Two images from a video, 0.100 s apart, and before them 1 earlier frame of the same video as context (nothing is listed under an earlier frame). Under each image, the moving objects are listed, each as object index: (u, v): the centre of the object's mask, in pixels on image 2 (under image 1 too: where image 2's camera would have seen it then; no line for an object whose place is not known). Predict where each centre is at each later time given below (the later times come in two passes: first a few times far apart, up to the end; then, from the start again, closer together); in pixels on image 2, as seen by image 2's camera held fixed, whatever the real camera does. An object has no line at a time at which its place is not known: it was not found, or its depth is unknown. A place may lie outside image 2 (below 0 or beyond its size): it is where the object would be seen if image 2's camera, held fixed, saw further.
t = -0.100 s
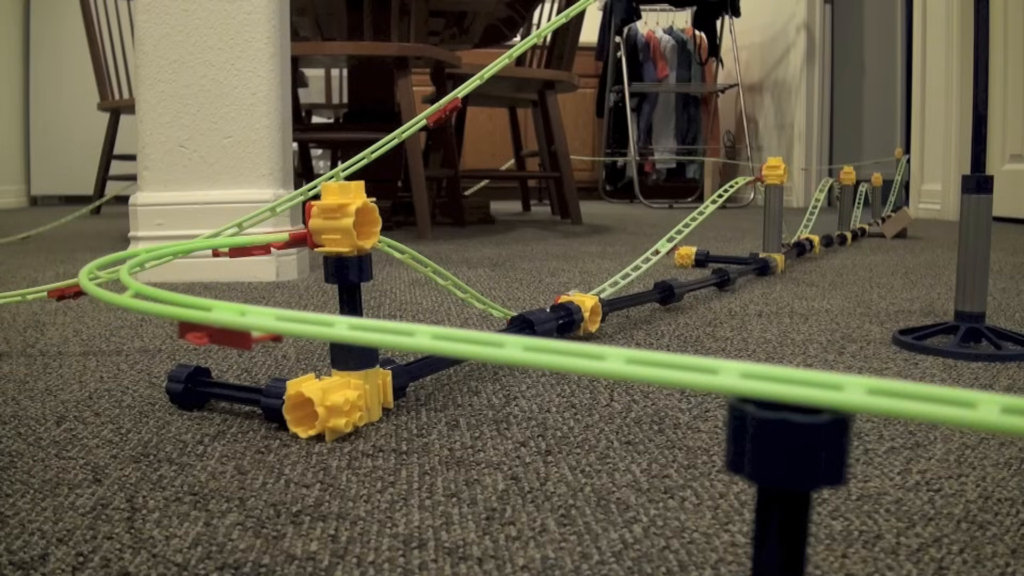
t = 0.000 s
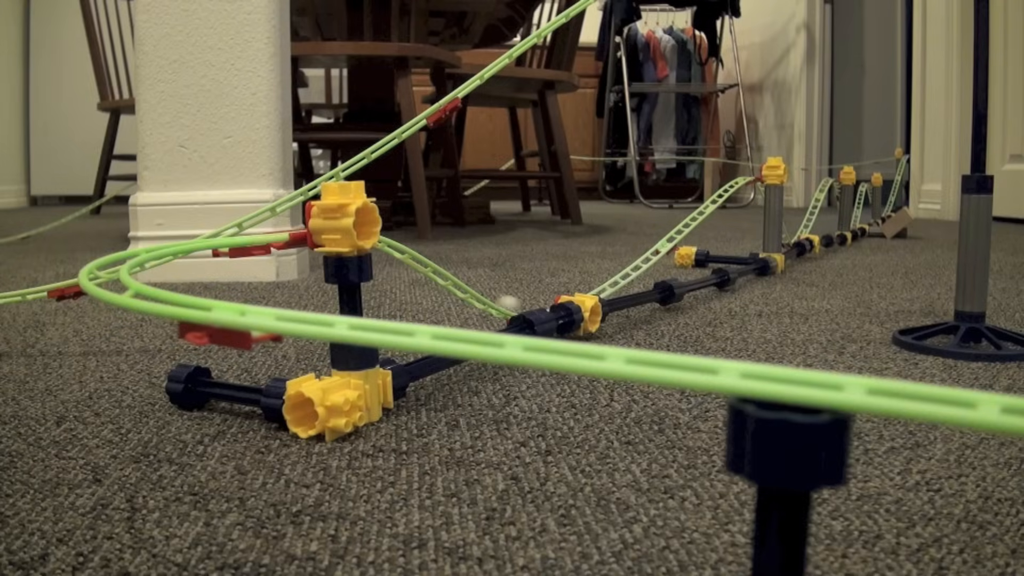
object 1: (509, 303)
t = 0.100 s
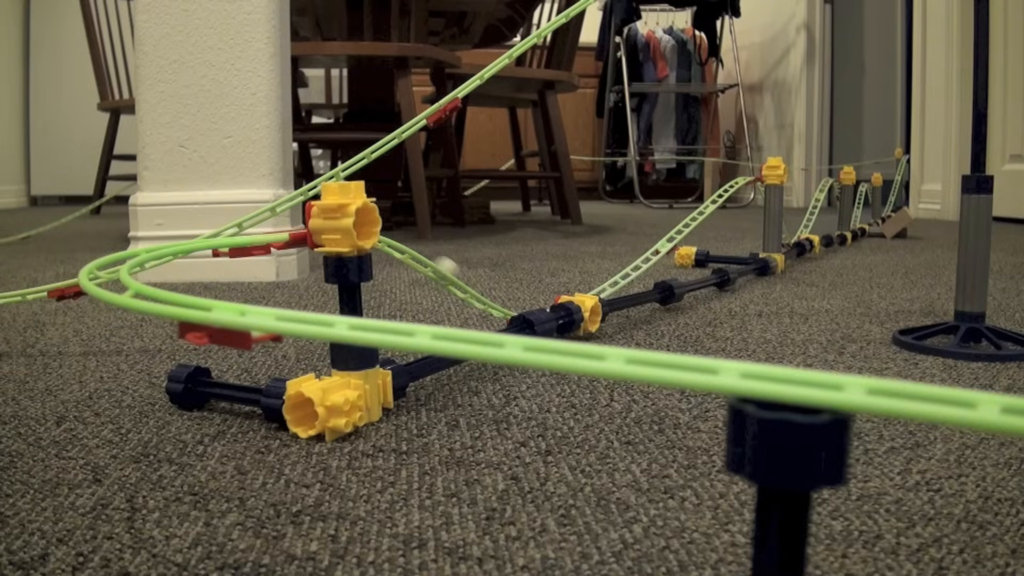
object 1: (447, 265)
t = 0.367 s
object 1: (294, 220)
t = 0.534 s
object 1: (189, 229)
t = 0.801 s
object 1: (105, 264)
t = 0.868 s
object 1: (129, 275)
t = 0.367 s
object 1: (294, 220)
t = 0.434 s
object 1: (255, 224)
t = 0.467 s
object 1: (234, 227)
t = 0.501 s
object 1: (210, 227)
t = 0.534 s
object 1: (189, 229)
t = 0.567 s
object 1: (169, 233)
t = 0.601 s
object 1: (151, 236)
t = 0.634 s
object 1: (135, 240)
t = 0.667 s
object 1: (121, 245)
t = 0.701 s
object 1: (110, 249)
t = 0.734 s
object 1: (104, 254)
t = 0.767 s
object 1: (101, 259)
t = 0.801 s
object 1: (105, 264)
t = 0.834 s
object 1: (114, 270)
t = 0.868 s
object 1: (129, 275)
